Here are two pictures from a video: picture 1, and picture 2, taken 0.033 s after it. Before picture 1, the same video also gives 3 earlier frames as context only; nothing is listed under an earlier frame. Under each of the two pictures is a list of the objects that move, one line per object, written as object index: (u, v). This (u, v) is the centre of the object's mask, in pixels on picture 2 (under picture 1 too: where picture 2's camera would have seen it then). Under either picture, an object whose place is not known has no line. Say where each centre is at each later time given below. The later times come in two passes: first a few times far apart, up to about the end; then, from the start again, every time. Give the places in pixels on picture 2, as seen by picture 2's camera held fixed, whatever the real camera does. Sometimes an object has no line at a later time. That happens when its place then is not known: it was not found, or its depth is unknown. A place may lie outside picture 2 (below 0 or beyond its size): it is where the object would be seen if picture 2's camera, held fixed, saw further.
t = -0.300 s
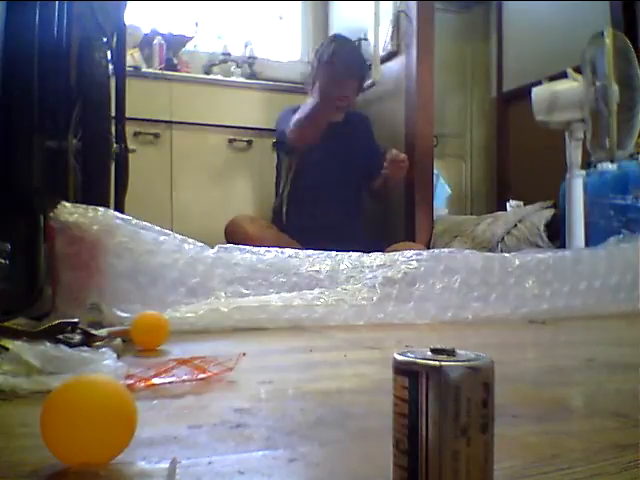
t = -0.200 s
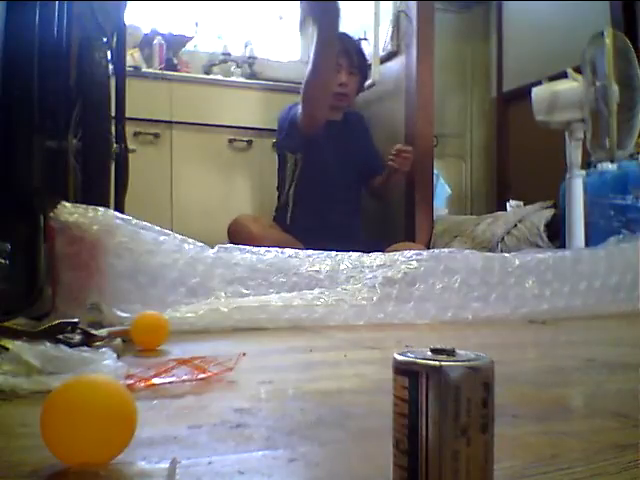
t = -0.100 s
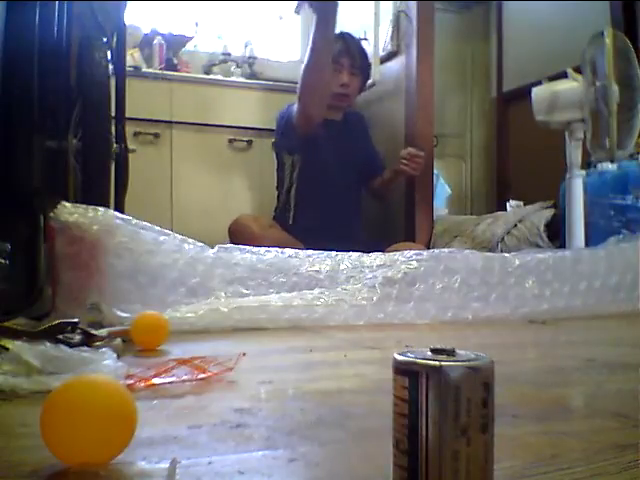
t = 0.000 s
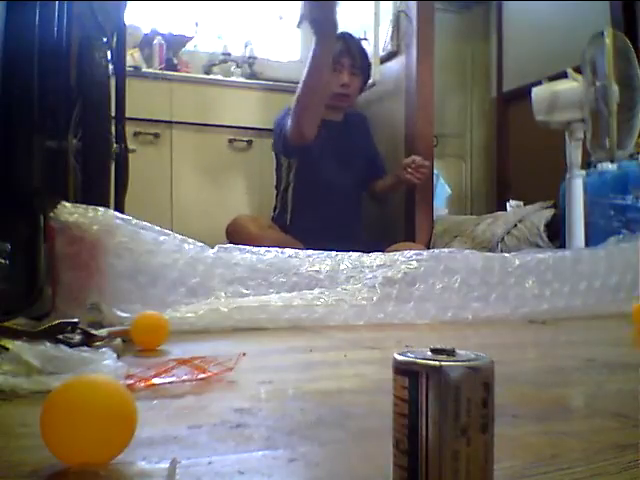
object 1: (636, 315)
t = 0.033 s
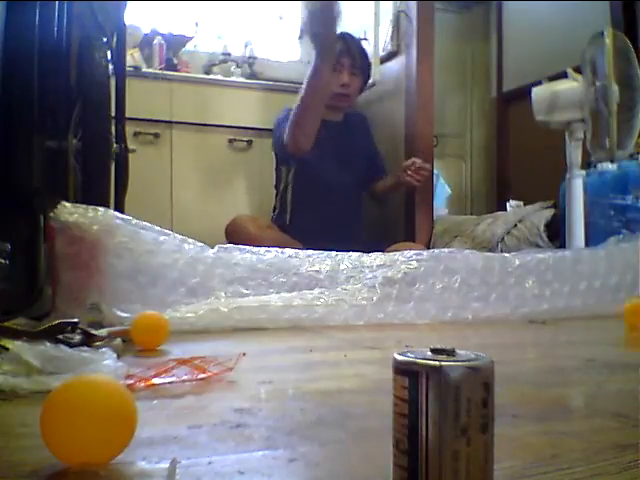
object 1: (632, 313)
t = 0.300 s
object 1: (567, 311)
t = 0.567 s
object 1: (512, 310)
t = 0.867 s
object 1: (474, 313)
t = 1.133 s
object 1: (458, 314)
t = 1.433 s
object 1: (454, 317)
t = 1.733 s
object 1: (449, 319)
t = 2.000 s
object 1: (449, 321)
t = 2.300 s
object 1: (451, 322)
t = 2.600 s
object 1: (459, 324)
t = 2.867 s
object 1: (459, 324)
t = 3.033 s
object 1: (461, 324)
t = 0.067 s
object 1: (627, 312)
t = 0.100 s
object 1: (618, 312)
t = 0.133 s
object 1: (611, 311)
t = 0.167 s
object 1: (601, 312)
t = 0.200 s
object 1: (592, 312)
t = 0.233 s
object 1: (585, 311)
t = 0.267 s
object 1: (576, 310)
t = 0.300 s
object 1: (567, 311)
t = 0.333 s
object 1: (559, 311)
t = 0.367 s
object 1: (552, 311)
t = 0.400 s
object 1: (544, 311)
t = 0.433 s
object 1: (537, 311)
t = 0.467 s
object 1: (528, 310)
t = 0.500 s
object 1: (521, 310)
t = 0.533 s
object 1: (517, 310)
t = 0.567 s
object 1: (512, 310)
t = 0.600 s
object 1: (507, 310)
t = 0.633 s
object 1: (502, 311)
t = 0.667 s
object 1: (498, 311)
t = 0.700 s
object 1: (493, 312)
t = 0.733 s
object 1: (488, 311)
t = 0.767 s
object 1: (484, 311)
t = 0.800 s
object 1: (480, 312)
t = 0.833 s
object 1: (477, 312)
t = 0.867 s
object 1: (474, 313)
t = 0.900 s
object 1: (471, 313)
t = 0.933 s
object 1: (468, 312)
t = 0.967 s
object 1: (466, 313)
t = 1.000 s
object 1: (464, 313)
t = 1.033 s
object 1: (461, 314)
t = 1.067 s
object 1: (460, 314)
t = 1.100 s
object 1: (458, 314)
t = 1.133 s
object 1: (458, 314)
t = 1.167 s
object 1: (458, 314)
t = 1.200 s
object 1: (456, 315)
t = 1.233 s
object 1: (456, 315)
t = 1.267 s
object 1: (455, 315)
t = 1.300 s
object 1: (455, 316)
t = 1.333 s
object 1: (455, 316)
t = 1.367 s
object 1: (454, 316)
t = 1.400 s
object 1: (454, 316)
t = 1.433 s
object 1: (454, 317)
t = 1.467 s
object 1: (454, 317)
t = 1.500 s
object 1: (454, 317)
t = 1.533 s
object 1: (454, 317)
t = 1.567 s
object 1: (452, 318)
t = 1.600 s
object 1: (451, 318)
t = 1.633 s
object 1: (450, 318)
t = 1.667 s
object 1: (450, 319)
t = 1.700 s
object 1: (449, 319)
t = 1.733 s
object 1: (449, 319)
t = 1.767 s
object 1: (449, 319)
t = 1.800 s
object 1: (448, 319)
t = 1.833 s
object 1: (448, 319)
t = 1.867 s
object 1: (448, 320)
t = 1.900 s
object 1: (448, 320)
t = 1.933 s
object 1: (449, 320)
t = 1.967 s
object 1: (449, 321)
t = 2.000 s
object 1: (449, 321)
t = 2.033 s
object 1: (449, 321)
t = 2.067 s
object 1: (450, 321)
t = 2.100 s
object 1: (450, 321)
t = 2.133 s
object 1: (450, 321)
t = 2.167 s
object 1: (450, 321)
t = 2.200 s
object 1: (450, 321)
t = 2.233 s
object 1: (450, 321)
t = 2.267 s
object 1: (450, 322)
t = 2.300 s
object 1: (451, 322)
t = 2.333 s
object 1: (452, 322)
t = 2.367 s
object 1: (453, 323)
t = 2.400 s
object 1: (454, 323)
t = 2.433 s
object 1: (455, 323)
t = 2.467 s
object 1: (456, 323)
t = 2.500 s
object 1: (457, 324)
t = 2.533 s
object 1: (458, 324)
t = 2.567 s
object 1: (458, 324)
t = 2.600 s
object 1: (459, 324)
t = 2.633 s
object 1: (459, 324)
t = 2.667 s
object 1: (459, 324)
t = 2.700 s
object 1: (459, 324)
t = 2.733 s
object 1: (459, 324)
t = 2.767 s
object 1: (459, 324)
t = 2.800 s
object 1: (459, 324)
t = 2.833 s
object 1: (459, 324)
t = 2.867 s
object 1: (459, 324)
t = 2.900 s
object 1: (459, 324)
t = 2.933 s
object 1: (460, 324)
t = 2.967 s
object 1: (460, 324)
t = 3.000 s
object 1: (460, 324)
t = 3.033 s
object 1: (461, 324)
